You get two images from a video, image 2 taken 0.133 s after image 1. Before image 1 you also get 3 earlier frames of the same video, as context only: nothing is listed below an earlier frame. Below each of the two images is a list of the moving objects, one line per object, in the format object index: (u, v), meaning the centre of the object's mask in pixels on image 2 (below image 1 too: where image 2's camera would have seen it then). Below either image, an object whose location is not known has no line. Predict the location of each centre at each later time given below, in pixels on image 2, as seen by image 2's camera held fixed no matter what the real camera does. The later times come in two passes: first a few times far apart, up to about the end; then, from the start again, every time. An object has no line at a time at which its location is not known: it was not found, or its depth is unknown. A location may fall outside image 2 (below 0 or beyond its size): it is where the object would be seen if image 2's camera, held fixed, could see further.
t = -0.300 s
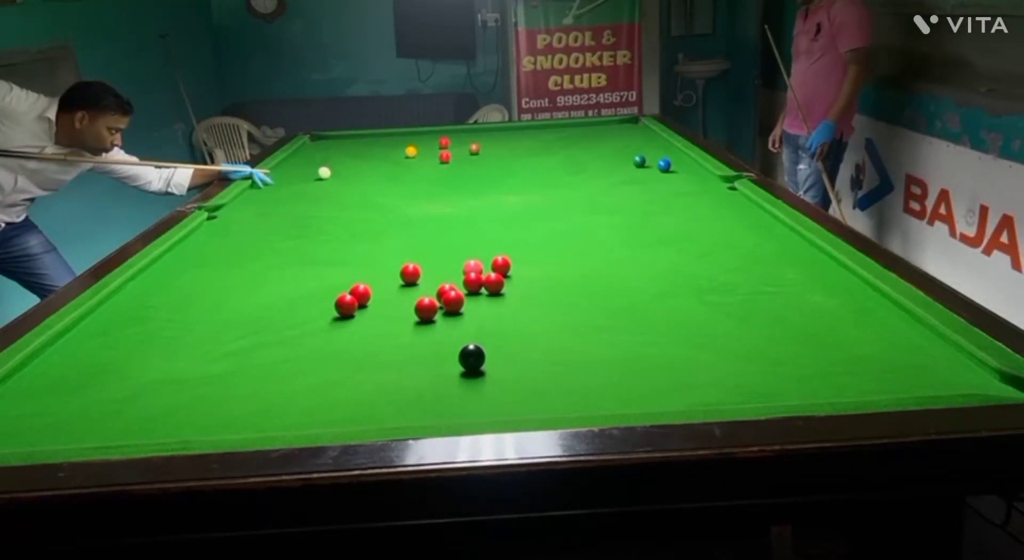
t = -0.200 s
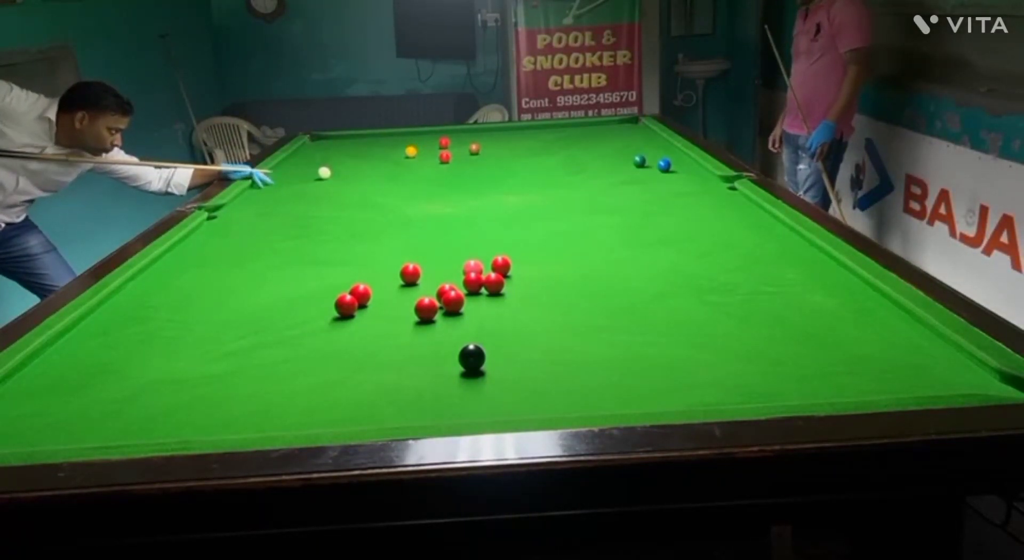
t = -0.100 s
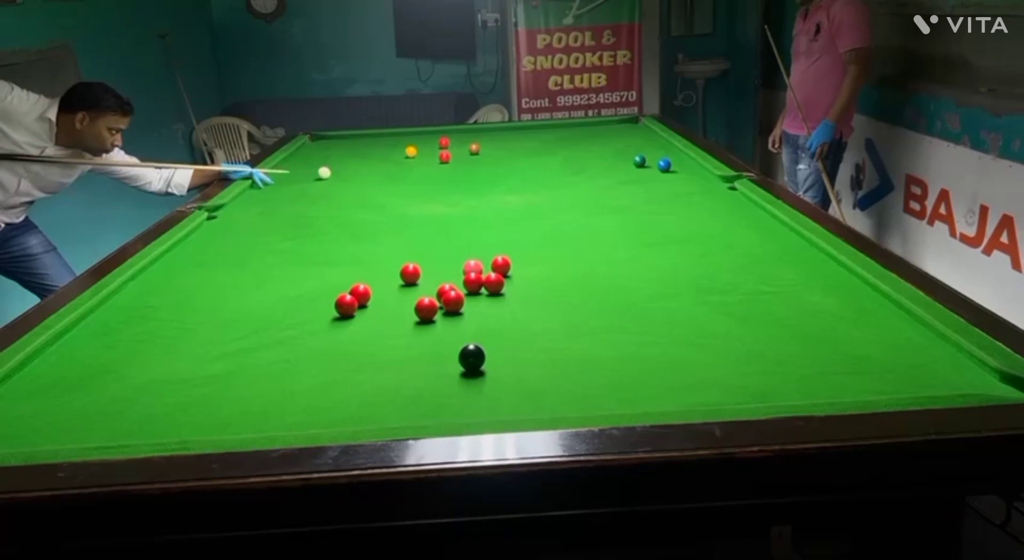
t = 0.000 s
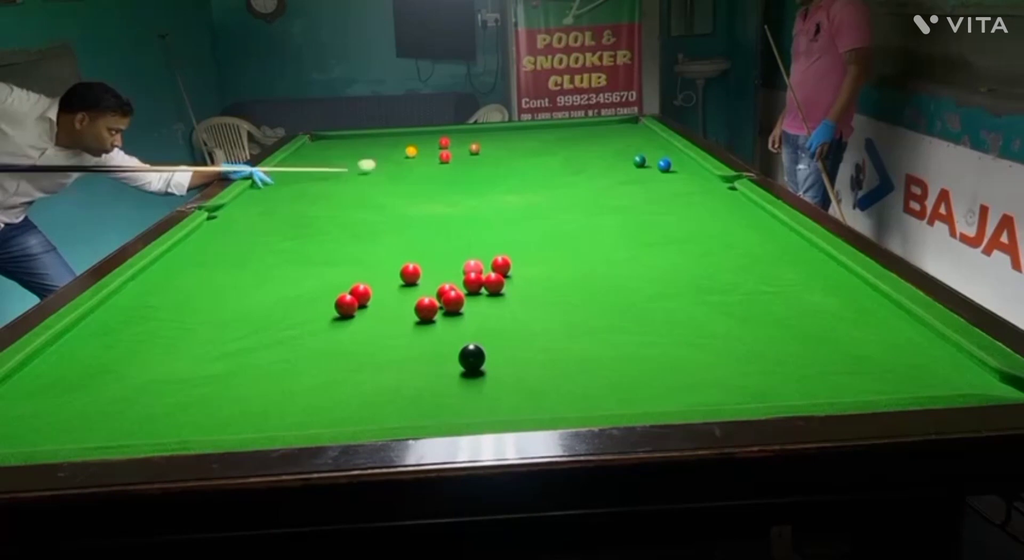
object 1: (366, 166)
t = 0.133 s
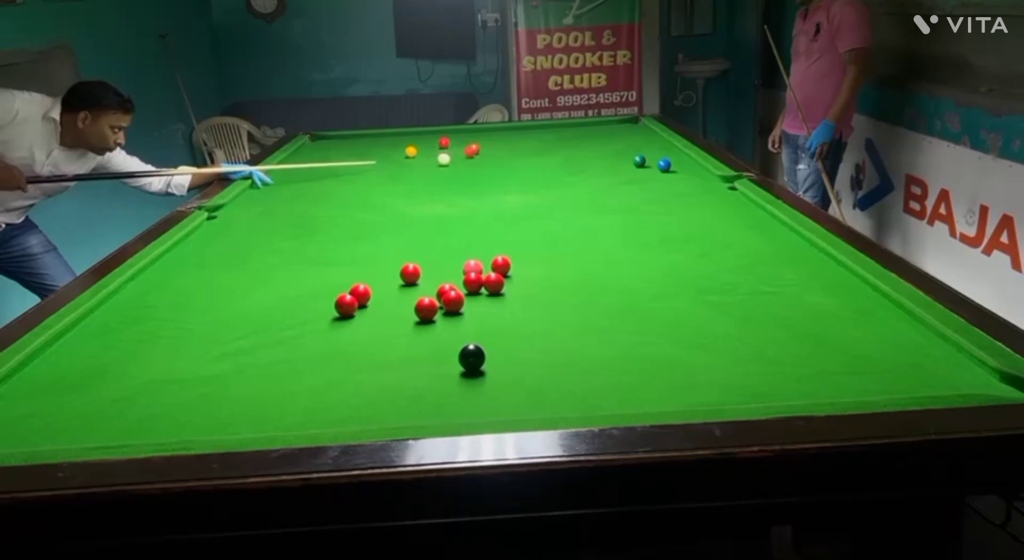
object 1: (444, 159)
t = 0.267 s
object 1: (472, 161)
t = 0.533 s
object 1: (542, 160)
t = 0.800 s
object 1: (611, 158)
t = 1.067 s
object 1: (679, 155)
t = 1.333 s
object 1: (636, 155)
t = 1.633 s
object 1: (588, 161)
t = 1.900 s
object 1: (547, 164)
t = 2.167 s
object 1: (508, 166)
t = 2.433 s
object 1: (472, 168)
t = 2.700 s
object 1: (438, 170)
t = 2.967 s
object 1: (407, 171)
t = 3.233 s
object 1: (378, 172)
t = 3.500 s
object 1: (351, 174)
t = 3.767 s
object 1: (328, 175)
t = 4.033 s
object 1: (307, 176)
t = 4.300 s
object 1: (288, 177)
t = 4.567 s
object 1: (273, 178)
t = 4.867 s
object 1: (266, 178)
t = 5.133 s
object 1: (273, 178)
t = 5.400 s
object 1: (277, 178)
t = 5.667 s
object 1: (279, 178)
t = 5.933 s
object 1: (279, 178)
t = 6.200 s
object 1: (279, 178)
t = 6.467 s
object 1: (279, 178)
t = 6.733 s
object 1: (279, 178)
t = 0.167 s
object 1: (450, 160)
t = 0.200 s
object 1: (457, 161)
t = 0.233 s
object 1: (464, 161)
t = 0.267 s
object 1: (472, 161)
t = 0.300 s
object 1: (481, 161)
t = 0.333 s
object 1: (489, 161)
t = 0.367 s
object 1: (498, 161)
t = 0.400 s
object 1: (507, 161)
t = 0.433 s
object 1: (516, 160)
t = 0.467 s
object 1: (524, 160)
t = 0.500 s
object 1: (533, 160)
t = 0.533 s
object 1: (542, 160)
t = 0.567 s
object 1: (551, 160)
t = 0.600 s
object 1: (559, 159)
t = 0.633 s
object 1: (568, 159)
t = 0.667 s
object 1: (576, 159)
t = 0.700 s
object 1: (585, 159)
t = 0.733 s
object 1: (593, 158)
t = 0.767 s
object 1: (602, 158)
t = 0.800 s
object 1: (611, 158)
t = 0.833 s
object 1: (619, 158)
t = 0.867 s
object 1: (628, 157)
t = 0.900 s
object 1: (635, 155)
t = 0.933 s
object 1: (646, 155)
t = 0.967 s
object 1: (653, 156)
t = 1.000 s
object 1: (662, 155)
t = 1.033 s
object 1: (671, 155)
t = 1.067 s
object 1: (679, 155)
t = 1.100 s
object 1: (679, 155)
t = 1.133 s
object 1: (674, 156)
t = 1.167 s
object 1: (667, 155)
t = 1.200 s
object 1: (661, 156)
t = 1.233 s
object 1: (655, 156)
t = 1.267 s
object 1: (650, 157)
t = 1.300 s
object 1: (645, 156)
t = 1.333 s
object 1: (636, 155)
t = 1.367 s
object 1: (631, 157)
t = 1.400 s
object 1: (626, 159)
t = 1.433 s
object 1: (621, 159)
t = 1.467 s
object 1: (615, 160)
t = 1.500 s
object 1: (610, 160)
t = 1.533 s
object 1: (604, 160)
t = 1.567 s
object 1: (599, 161)
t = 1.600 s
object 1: (593, 161)
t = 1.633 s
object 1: (588, 161)
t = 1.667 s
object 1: (583, 162)
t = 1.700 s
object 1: (578, 162)
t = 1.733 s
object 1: (572, 162)
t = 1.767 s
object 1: (567, 163)
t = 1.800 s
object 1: (562, 163)
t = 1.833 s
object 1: (557, 163)
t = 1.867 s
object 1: (552, 164)
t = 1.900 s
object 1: (547, 164)
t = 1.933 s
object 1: (542, 164)
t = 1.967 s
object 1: (537, 165)
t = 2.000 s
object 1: (532, 165)
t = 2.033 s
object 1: (527, 165)
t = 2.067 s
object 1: (523, 165)
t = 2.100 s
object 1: (518, 166)
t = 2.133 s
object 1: (513, 166)
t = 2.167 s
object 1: (508, 166)
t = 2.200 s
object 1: (504, 166)
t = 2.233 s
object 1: (499, 167)
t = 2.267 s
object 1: (494, 167)
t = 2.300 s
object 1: (490, 167)
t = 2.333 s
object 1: (485, 167)
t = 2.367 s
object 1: (481, 168)
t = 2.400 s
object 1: (476, 168)
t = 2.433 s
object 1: (472, 168)
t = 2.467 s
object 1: (468, 168)
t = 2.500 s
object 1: (463, 169)
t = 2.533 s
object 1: (459, 169)
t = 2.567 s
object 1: (455, 169)
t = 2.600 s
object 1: (451, 169)
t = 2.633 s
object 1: (446, 170)
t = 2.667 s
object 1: (442, 170)
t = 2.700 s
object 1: (438, 170)
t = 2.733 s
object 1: (434, 170)
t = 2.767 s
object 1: (430, 170)
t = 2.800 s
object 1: (426, 170)
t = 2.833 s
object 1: (422, 171)
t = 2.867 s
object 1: (418, 171)
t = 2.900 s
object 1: (414, 171)
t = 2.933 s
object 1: (410, 171)
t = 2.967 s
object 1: (407, 171)
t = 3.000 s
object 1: (403, 171)
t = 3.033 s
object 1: (399, 172)
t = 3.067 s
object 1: (396, 172)
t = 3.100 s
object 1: (392, 172)
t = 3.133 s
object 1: (388, 172)
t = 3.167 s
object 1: (385, 172)
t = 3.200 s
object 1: (381, 172)
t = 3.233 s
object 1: (378, 172)
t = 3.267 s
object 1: (374, 173)
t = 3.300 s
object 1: (371, 173)
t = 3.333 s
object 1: (368, 173)
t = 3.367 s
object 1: (364, 173)
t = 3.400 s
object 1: (361, 173)
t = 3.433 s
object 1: (358, 173)
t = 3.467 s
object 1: (355, 174)
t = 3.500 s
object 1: (351, 174)
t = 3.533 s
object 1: (348, 174)
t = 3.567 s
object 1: (345, 174)
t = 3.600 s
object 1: (342, 174)
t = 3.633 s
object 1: (339, 174)
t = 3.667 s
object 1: (336, 174)
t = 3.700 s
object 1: (334, 175)
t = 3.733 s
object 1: (331, 175)
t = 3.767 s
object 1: (328, 175)
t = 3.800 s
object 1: (325, 175)
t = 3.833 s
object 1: (322, 175)
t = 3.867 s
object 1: (320, 175)
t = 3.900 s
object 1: (317, 176)
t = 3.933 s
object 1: (314, 176)
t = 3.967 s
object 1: (312, 176)
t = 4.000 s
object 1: (310, 176)
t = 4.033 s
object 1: (307, 176)
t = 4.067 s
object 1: (304, 176)
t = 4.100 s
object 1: (302, 176)
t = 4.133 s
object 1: (300, 177)
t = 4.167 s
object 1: (297, 177)
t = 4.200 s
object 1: (295, 177)
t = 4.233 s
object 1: (293, 177)
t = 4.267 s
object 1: (290, 177)
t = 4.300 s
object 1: (288, 177)
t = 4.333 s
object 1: (286, 177)
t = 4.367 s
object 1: (284, 177)
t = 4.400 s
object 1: (282, 177)
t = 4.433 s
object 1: (280, 177)
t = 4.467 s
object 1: (278, 178)
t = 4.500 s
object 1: (277, 177)
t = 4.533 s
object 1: (275, 178)
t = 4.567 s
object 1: (273, 178)
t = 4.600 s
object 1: (271, 178)
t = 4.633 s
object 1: (269, 178)
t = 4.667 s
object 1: (268, 178)
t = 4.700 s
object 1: (266, 178)
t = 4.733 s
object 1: (264, 178)
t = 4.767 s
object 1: (263, 179)
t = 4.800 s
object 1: (264, 178)
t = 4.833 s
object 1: (265, 178)
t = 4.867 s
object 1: (266, 178)
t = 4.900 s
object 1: (267, 178)
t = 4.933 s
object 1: (268, 178)
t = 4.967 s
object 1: (269, 178)
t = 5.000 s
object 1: (270, 178)
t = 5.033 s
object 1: (271, 178)
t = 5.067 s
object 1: (271, 178)
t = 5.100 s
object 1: (272, 178)
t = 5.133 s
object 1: (273, 178)
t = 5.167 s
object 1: (273, 178)
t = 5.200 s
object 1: (274, 178)
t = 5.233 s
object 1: (274, 178)
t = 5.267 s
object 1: (275, 178)
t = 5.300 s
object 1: (276, 178)
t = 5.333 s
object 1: (277, 178)
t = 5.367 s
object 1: (277, 178)
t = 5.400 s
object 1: (277, 178)
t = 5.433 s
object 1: (277, 178)
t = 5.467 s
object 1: (278, 178)
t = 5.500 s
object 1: (278, 178)
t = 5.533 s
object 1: (278, 178)
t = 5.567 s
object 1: (278, 178)
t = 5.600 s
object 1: (278, 178)
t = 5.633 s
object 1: (279, 178)
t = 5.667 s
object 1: (279, 178)
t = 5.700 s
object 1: (279, 178)
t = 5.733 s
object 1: (279, 178)
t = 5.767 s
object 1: (279, 178)
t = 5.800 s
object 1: (279, 178)
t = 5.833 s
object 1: (279, 178)
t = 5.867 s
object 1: (279, 178)
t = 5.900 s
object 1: (279, 178)
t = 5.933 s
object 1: (279, 178)
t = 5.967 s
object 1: (279, 178)
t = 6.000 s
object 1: (279, 178)
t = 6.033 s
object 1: (280, 178)
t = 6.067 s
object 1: (280, 178)
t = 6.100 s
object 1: (280, 178)
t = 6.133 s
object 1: (280, 178)
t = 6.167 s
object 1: (280, 178)
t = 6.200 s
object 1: (279, 178)
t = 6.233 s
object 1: (280, 178)
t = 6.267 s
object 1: (280, 178)
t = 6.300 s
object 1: (280, 178)
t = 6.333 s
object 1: (280, 178)
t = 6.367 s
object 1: (280, 178)
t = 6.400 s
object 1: (280, 178)
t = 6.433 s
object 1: (279, 178)
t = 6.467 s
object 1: (279, 178)
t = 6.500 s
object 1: (279, 178)
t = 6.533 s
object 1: (279, 178)
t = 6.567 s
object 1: (279, 178)
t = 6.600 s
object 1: (279, 178)
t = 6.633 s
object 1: (279, 178)
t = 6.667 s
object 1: (279, 178)
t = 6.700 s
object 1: (279, 178)
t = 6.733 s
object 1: (279, 178)
